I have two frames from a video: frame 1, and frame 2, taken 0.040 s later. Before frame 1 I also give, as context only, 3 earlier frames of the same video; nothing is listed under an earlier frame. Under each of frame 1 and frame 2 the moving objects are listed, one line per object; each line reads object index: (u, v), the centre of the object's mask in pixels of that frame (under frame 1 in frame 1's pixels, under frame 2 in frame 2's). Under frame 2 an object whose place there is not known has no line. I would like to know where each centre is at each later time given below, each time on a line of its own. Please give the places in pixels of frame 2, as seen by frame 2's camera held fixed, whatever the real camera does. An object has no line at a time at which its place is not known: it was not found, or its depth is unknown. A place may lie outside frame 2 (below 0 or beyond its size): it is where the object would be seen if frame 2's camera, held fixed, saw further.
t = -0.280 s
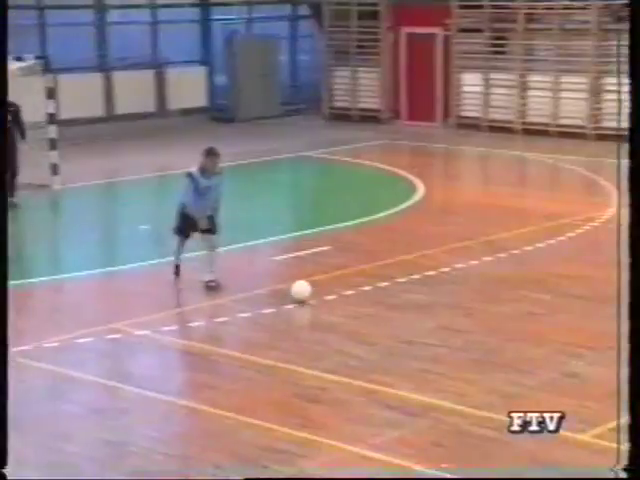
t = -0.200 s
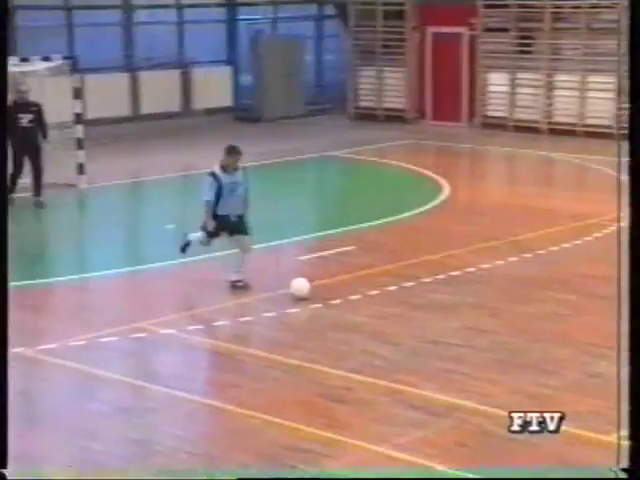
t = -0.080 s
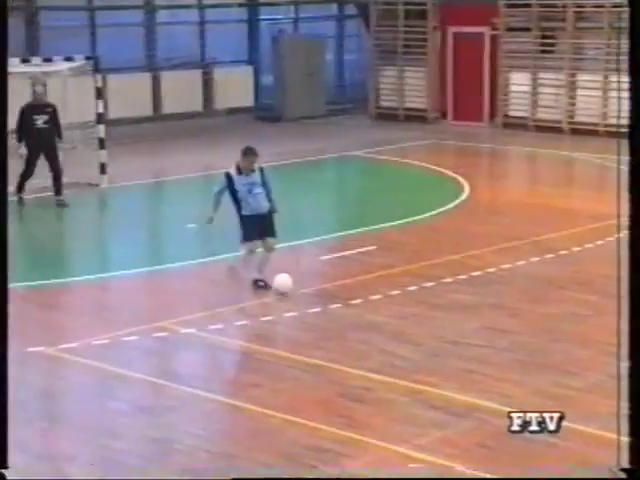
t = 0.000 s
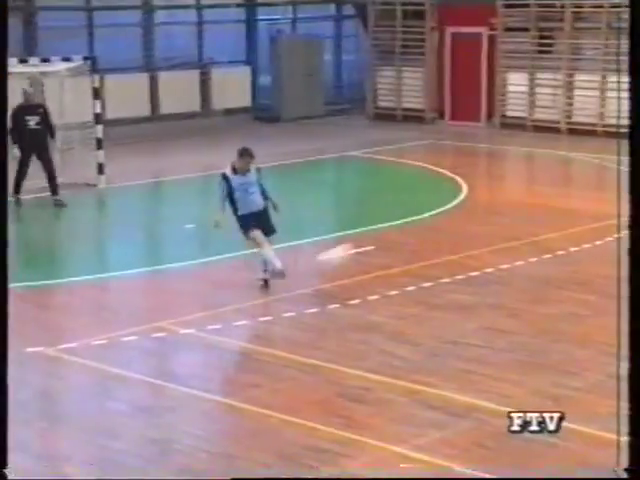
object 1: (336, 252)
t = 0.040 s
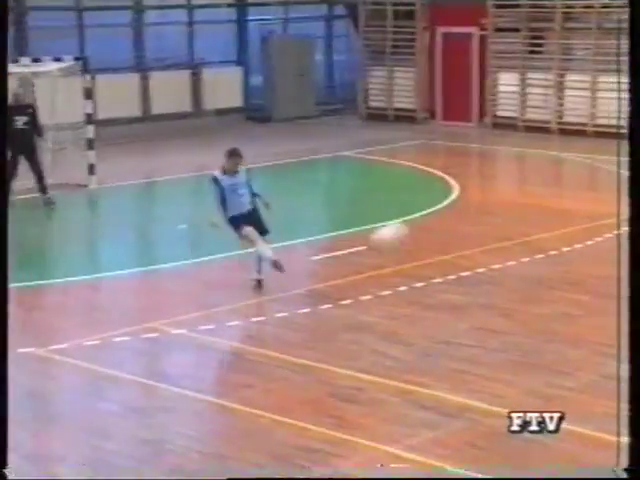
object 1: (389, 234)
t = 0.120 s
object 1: (518, 190)
